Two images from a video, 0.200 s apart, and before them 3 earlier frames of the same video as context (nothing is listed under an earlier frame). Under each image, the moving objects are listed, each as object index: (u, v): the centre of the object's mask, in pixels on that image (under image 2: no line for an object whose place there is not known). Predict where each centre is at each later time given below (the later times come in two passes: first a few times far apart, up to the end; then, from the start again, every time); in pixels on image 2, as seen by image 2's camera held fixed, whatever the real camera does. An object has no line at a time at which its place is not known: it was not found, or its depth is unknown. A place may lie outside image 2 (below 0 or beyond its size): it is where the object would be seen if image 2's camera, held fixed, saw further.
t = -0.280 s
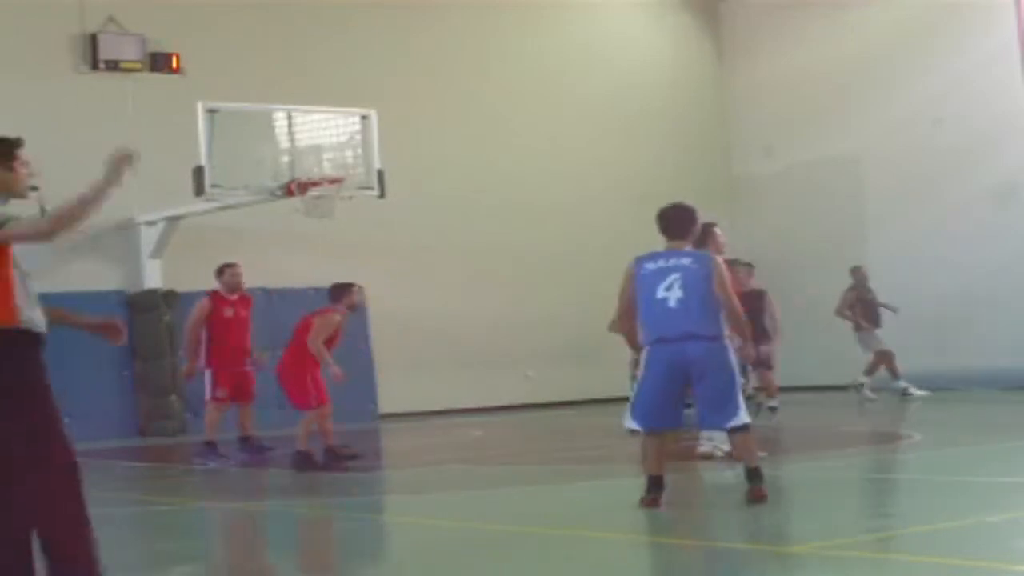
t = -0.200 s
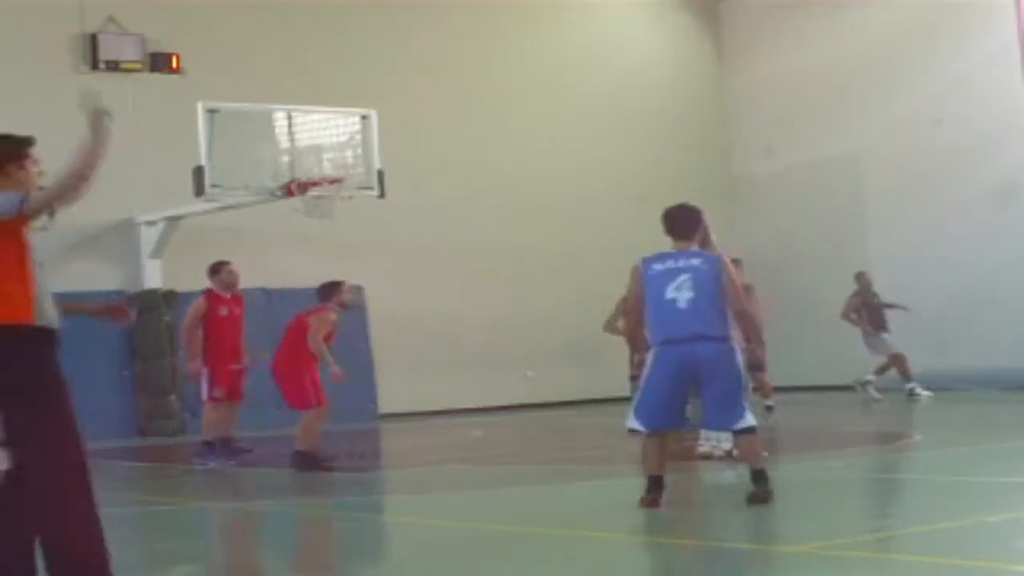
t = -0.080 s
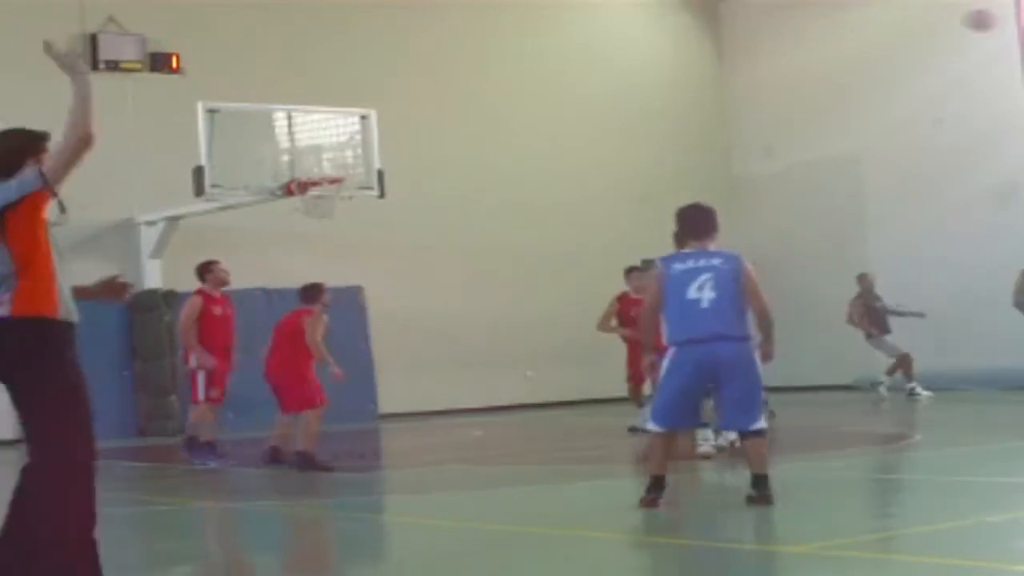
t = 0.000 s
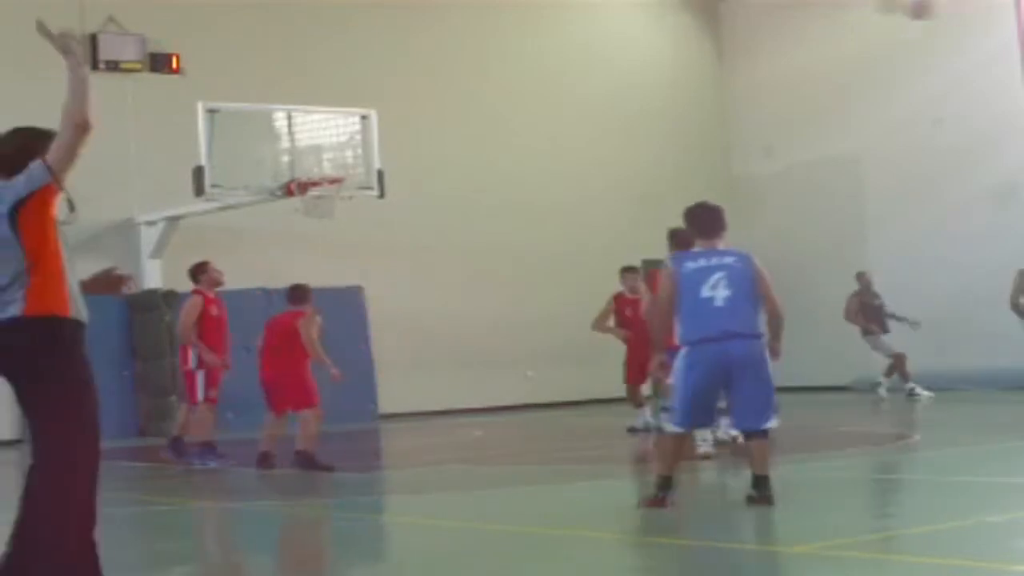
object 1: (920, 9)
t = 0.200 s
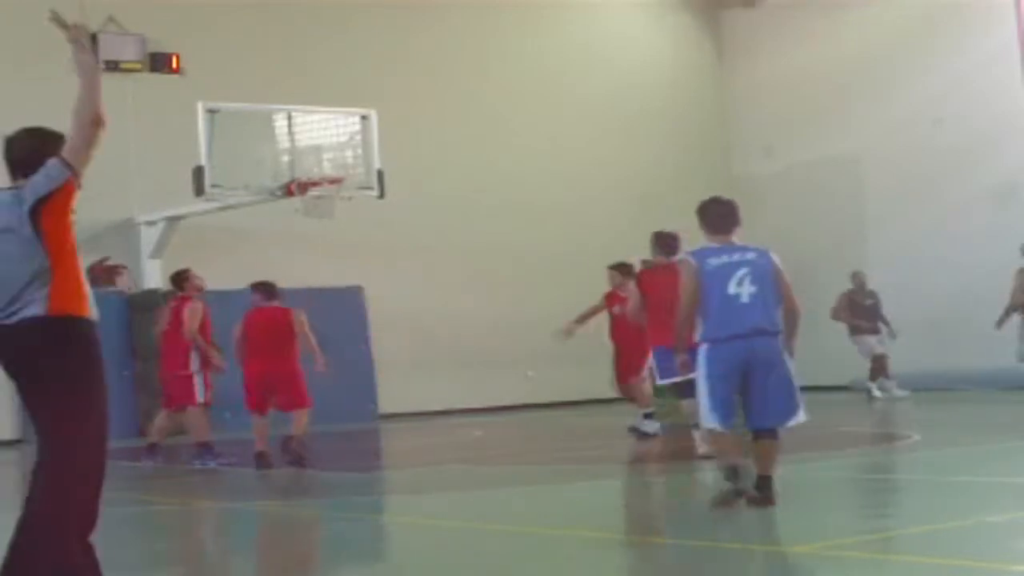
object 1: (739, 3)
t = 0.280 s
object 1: (673, 7)
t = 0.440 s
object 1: (571, 28)
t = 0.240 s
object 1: (707, 5)
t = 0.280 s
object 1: (673, 7)
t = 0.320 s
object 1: (646, 9)
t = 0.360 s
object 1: (621, 14)
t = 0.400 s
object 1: (597, 20)
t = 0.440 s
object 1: (571, 28)
